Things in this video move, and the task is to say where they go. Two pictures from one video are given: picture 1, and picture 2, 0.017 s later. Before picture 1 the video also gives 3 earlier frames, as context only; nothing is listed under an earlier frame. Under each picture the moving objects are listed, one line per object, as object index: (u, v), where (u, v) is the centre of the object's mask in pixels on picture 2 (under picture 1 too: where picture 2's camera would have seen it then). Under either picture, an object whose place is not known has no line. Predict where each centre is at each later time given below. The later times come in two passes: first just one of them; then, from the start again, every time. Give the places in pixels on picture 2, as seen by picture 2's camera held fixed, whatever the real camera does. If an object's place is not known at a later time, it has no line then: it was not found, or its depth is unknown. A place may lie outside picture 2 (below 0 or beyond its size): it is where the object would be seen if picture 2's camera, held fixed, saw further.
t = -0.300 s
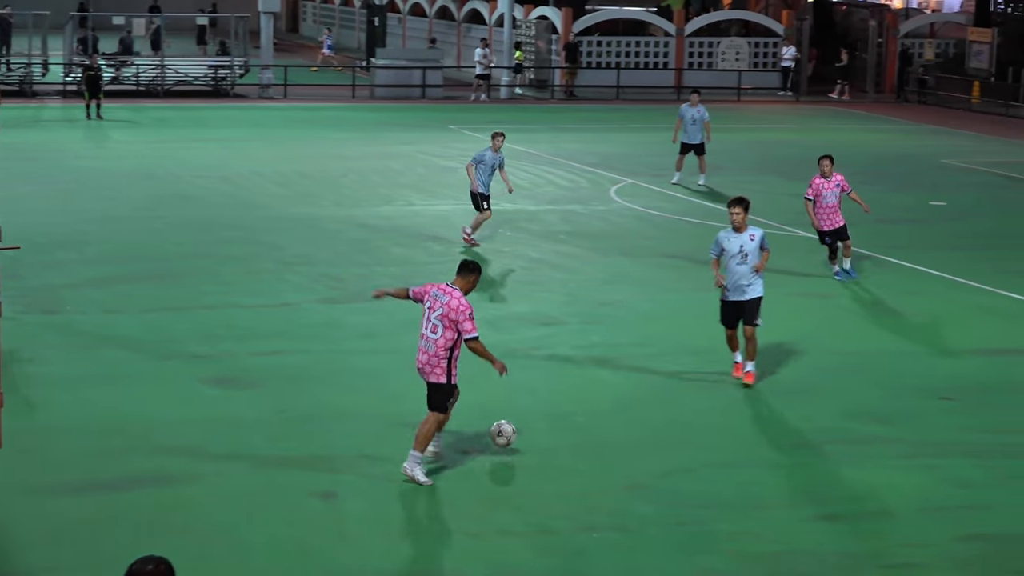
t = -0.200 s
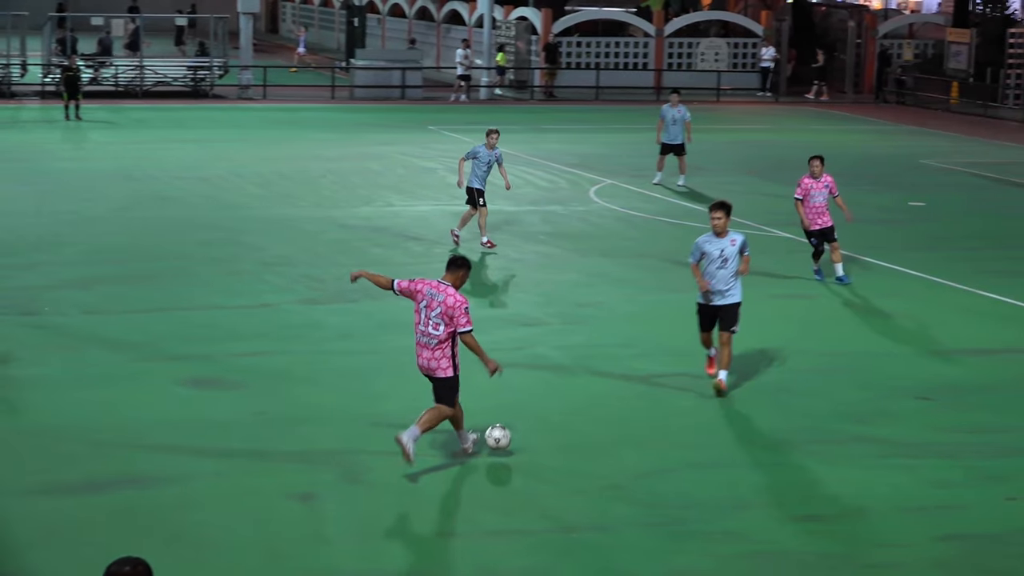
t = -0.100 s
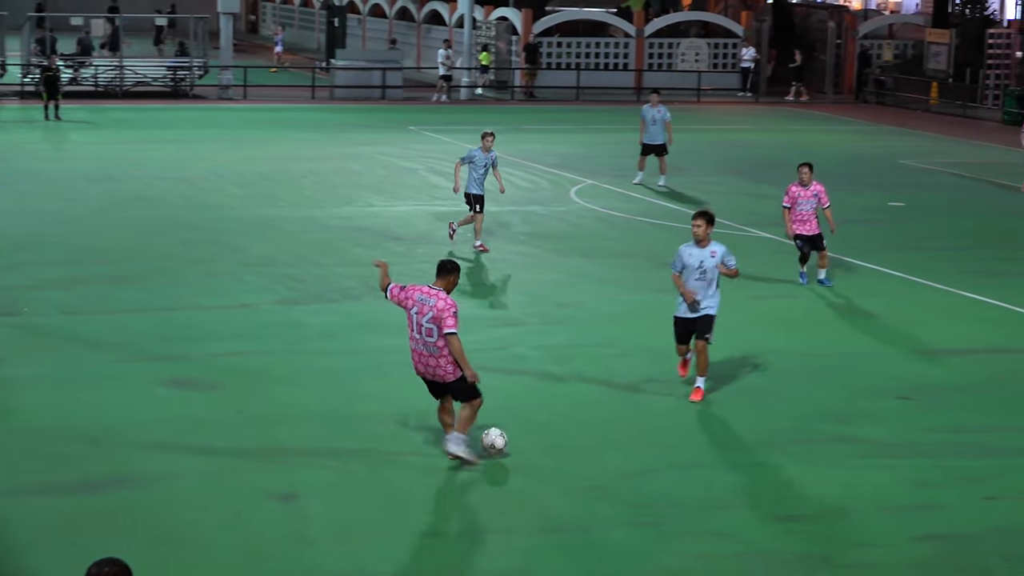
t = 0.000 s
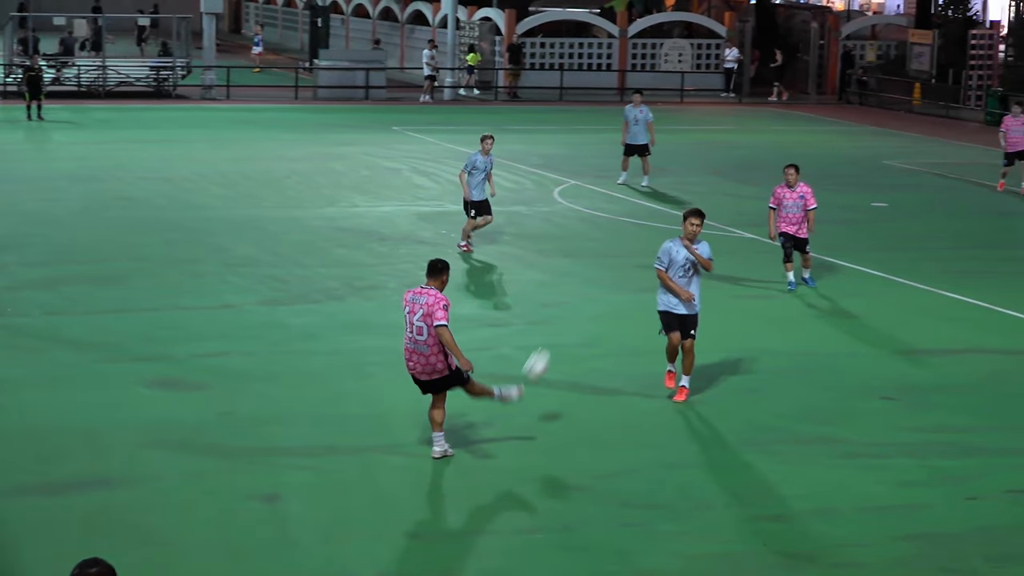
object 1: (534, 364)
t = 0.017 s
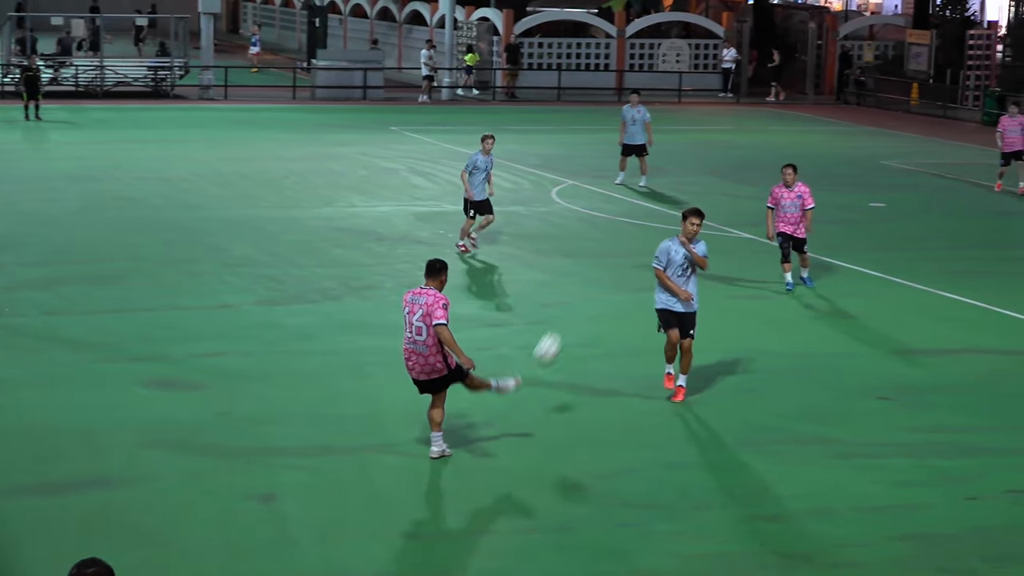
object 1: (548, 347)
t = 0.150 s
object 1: (628, 243)
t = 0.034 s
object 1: (560, 332)
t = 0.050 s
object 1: (571, 318)
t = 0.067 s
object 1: (581, 303)
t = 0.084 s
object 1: (591, 290)
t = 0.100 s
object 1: (601, 277)
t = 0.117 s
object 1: (611, 265)
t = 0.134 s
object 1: (620, 254)
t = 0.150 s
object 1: (628, 243)
